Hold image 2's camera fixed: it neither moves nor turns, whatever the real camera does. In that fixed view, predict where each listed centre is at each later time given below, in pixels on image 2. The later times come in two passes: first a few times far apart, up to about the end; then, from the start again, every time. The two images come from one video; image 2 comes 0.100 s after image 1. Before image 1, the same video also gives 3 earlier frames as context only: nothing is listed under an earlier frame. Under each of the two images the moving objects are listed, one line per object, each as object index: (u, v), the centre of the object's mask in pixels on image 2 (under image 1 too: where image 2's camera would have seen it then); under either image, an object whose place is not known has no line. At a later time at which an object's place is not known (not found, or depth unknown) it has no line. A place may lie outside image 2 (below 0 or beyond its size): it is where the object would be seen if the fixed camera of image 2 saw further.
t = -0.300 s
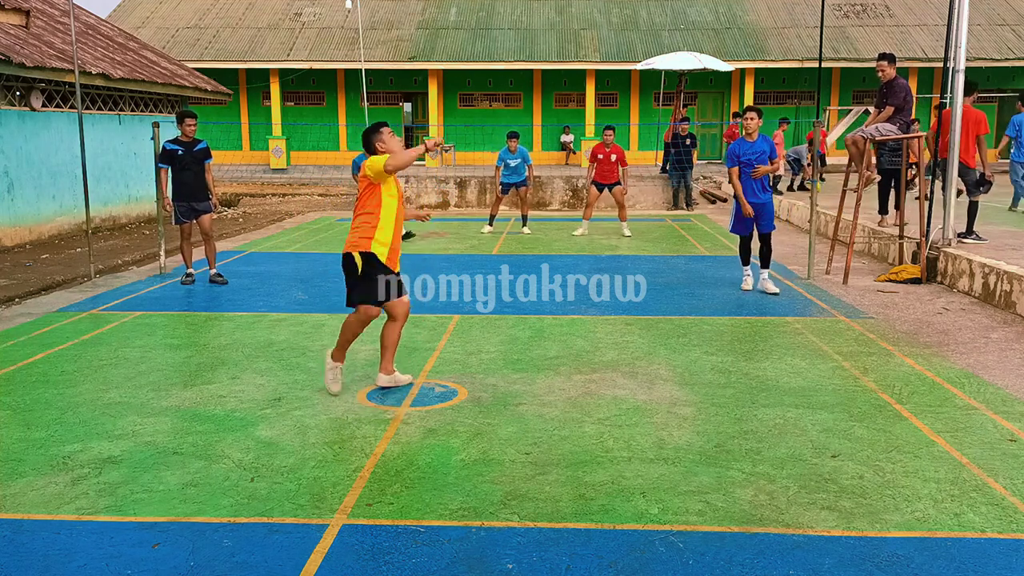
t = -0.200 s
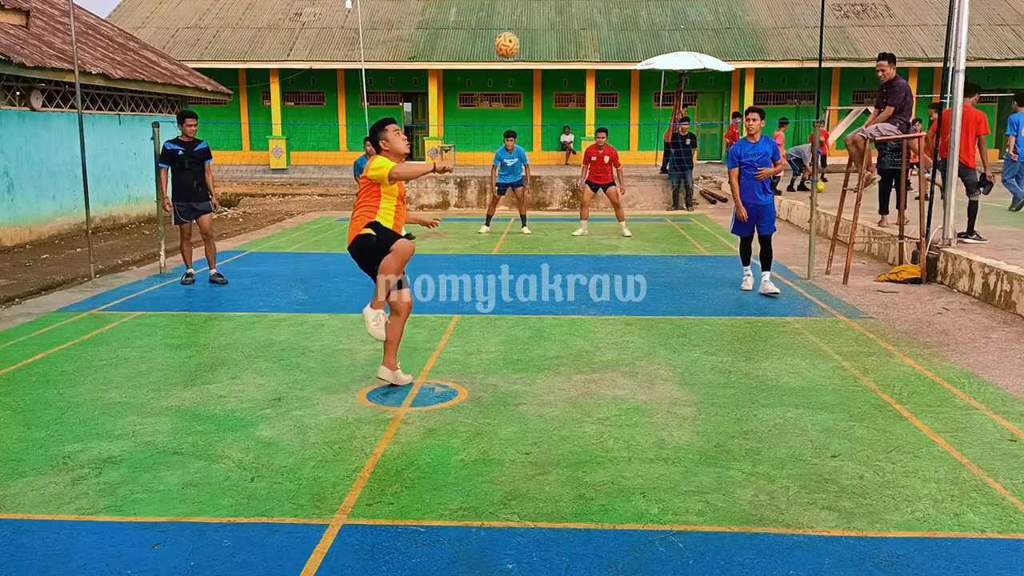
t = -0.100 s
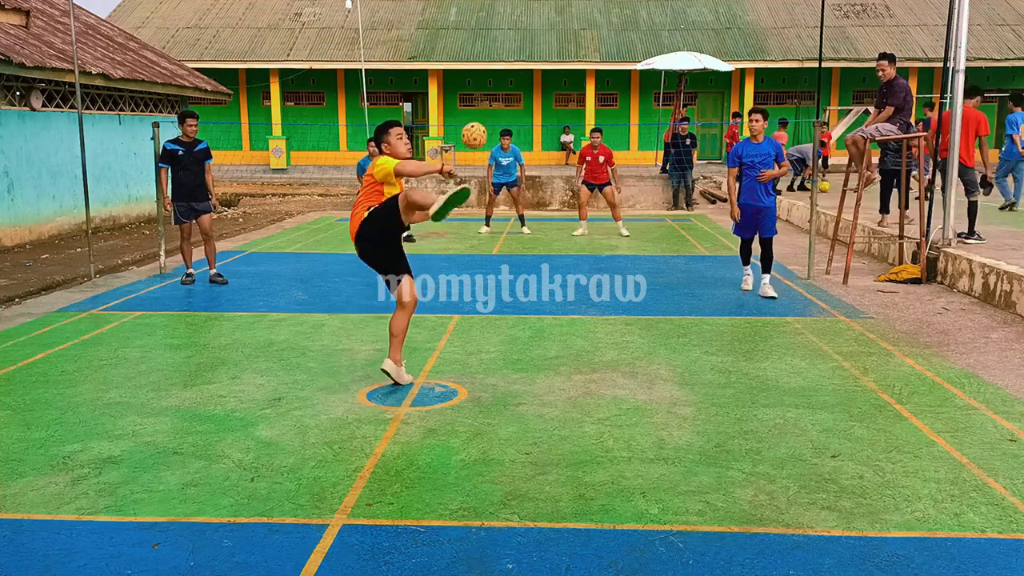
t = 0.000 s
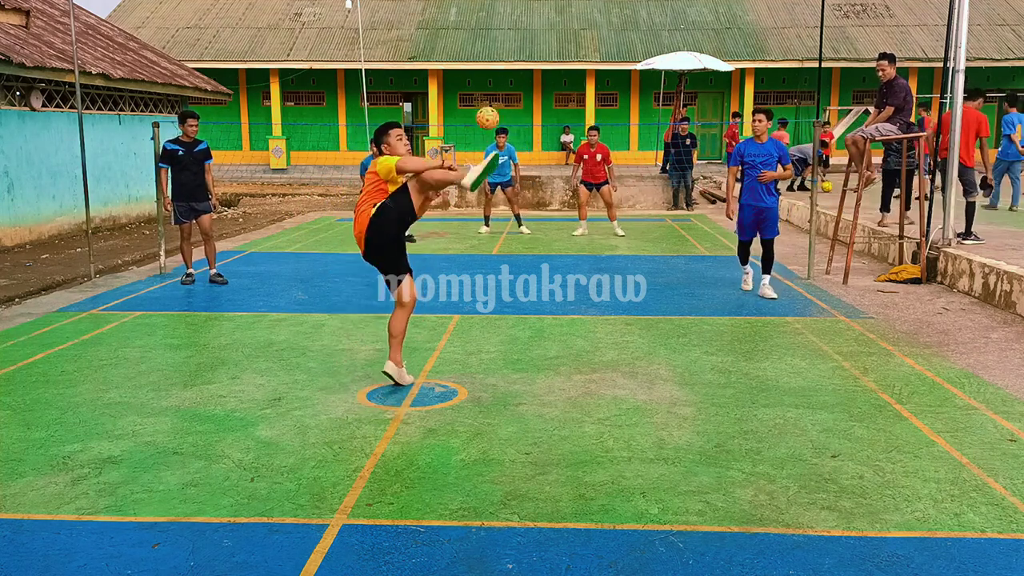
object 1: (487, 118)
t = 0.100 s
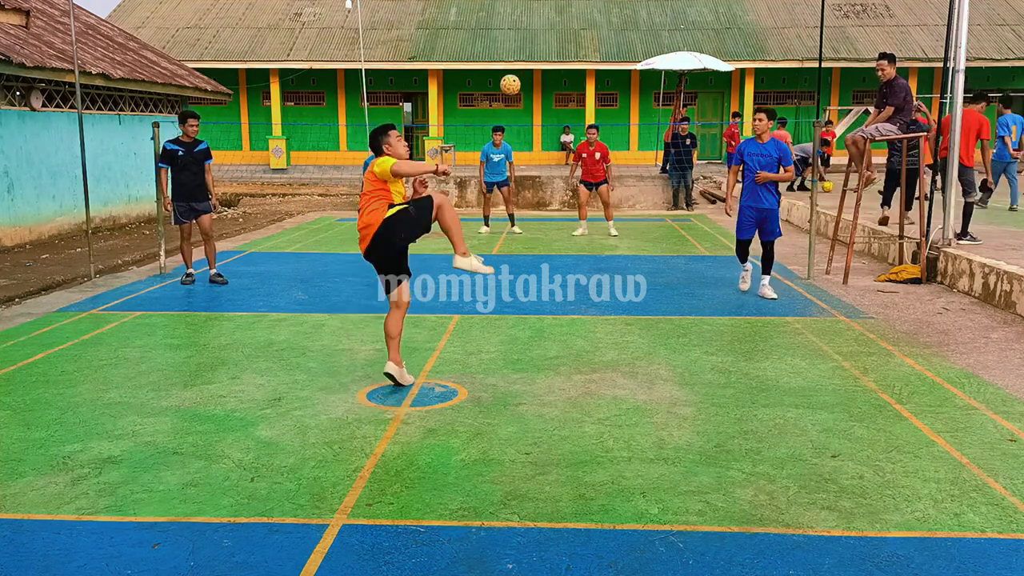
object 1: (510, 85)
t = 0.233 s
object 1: (531, 75)
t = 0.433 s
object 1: (551, 102)
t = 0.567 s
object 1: (560, 138)
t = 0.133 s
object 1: (516, 79)
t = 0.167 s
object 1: (522, 76)
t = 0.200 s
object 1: (527, 74)
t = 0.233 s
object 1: (531, 75)
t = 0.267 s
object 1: (536, 76)
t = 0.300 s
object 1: (540, 79)
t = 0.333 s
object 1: (543, 83)
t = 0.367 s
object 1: (546, 89)
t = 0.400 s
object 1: (549, 95)
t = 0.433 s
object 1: (551, 102)
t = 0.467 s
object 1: (554, 110)
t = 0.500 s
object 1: (556, 118)
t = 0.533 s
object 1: (558, 128)
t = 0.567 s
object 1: (560, 138)
